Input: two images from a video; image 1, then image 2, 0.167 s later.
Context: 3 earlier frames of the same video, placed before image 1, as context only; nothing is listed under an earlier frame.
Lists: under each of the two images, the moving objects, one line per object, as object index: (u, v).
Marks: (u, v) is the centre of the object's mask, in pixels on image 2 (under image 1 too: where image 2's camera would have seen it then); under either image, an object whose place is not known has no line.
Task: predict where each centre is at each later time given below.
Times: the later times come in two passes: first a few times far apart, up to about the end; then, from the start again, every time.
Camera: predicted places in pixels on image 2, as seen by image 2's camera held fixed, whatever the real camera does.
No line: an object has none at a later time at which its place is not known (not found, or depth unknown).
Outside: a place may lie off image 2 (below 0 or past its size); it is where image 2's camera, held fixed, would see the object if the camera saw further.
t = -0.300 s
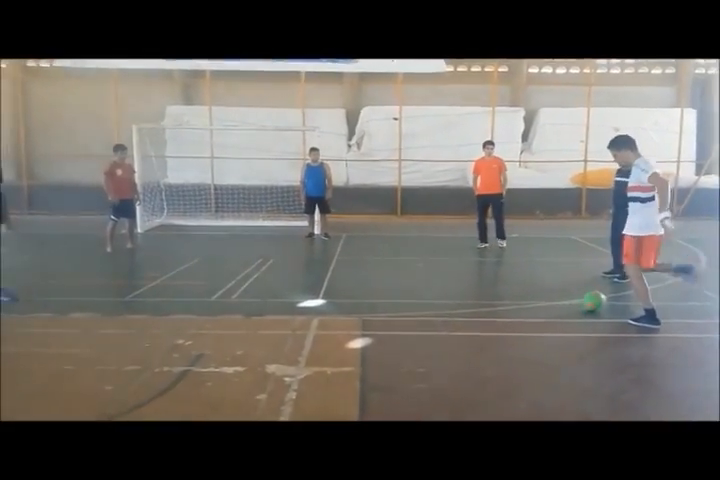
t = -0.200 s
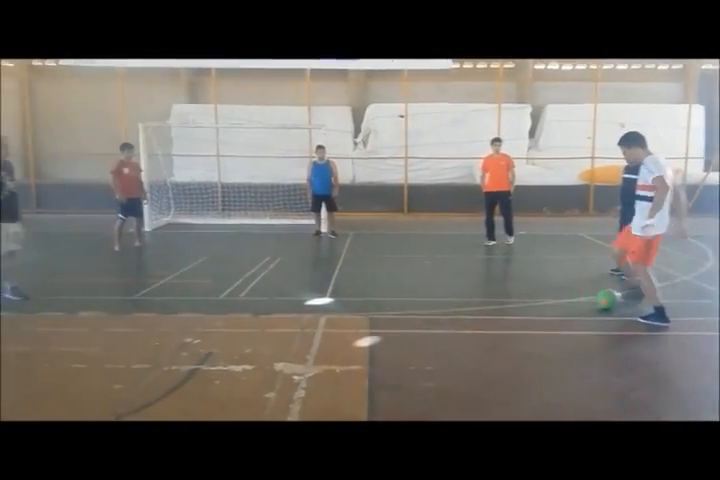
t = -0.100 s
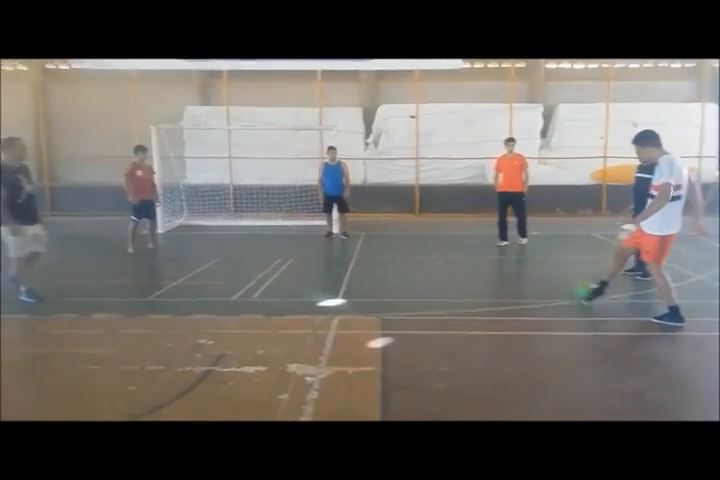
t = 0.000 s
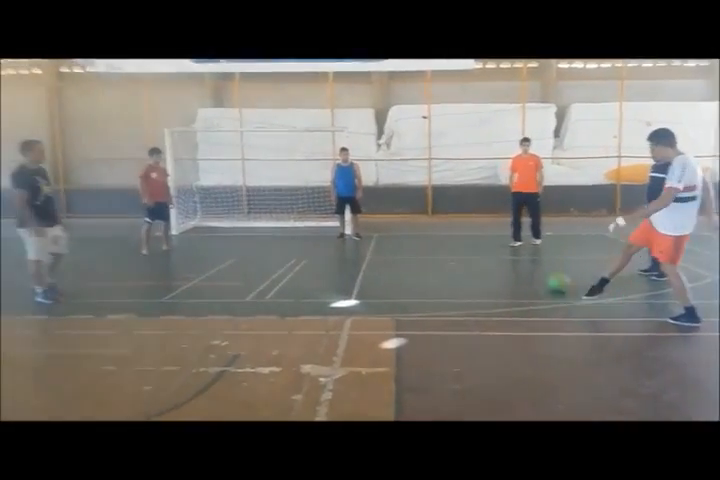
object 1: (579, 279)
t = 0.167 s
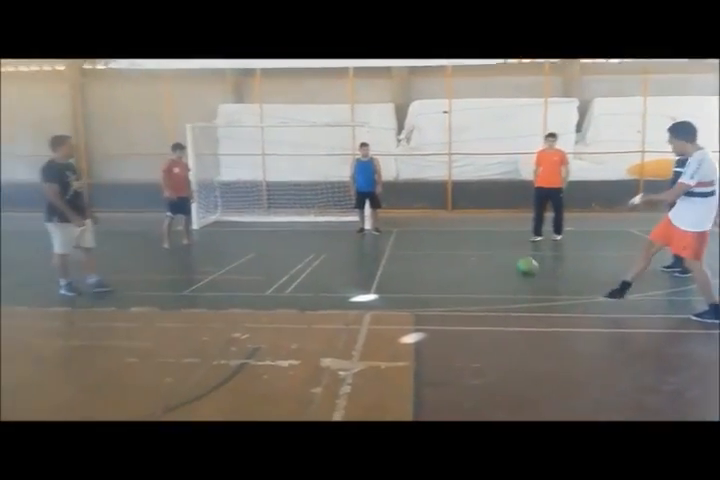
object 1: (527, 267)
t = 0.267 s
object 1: (504, 260)
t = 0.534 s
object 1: (459, 249)
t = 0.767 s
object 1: (428, 241)
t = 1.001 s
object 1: (404, 235)
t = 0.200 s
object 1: (519, 265)
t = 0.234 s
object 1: (511, 263)
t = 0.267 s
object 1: (504, 260)
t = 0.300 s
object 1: (497, 258)
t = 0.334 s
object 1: (491, 257)
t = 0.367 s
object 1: (484, 255)
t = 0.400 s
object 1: (479, 254)
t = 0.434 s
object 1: (474, 253)
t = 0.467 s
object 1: (468, 251)
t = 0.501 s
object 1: (463, 250)
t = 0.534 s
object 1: (459, 249)
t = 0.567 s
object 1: (454, 248)
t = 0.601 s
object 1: (449, 246)
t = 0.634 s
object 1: (444, 245)
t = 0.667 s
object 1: (440, 244)
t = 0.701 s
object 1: (436, 243)
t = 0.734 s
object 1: (432, 242)
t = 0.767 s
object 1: (428, 241)
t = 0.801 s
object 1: (424, 240)
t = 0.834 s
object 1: (421, 239)
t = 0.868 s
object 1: (417, 238)
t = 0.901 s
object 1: (413, 238)
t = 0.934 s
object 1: (410, 237)
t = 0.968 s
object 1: (407, 235)
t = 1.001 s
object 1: (404, 235)
